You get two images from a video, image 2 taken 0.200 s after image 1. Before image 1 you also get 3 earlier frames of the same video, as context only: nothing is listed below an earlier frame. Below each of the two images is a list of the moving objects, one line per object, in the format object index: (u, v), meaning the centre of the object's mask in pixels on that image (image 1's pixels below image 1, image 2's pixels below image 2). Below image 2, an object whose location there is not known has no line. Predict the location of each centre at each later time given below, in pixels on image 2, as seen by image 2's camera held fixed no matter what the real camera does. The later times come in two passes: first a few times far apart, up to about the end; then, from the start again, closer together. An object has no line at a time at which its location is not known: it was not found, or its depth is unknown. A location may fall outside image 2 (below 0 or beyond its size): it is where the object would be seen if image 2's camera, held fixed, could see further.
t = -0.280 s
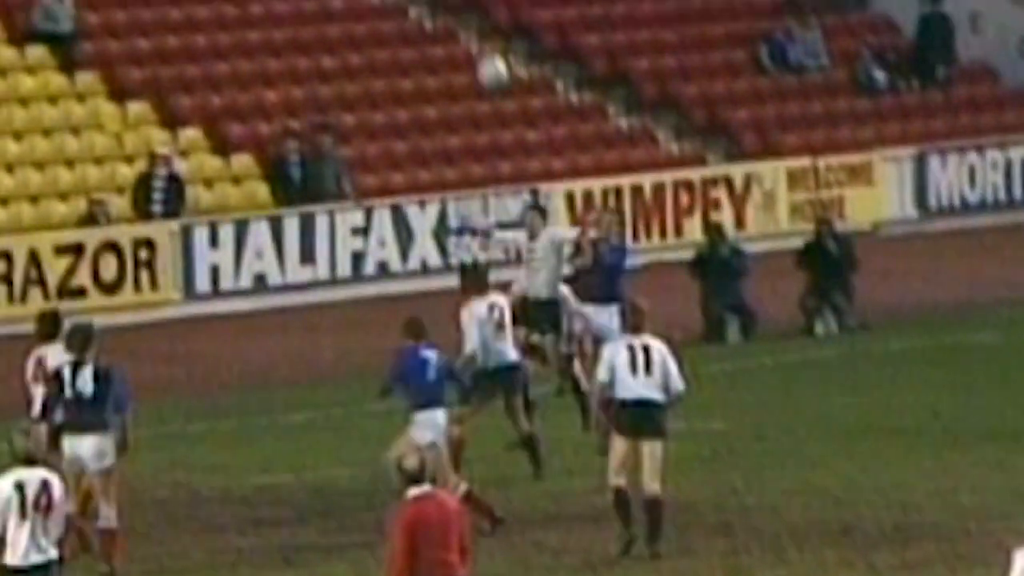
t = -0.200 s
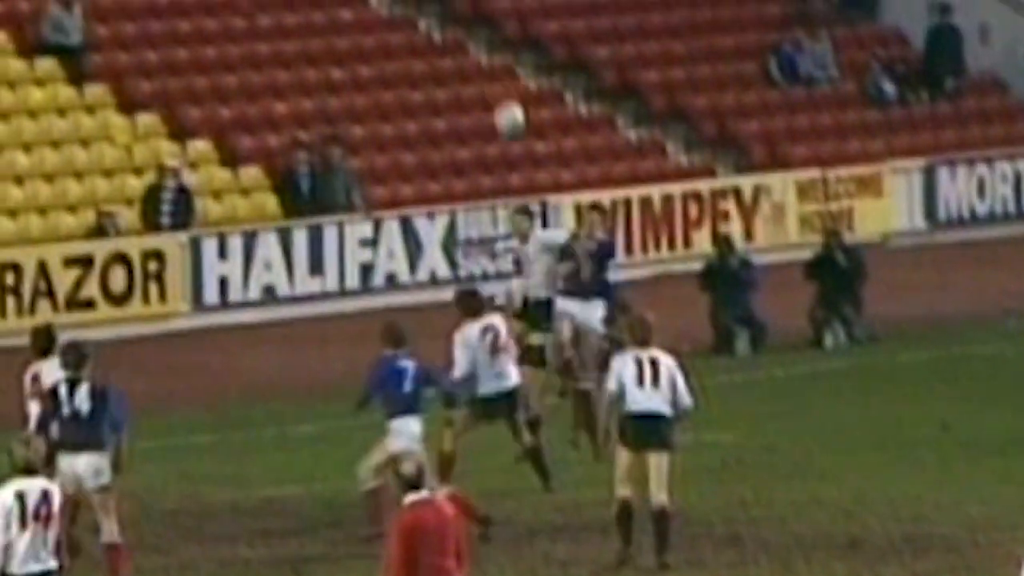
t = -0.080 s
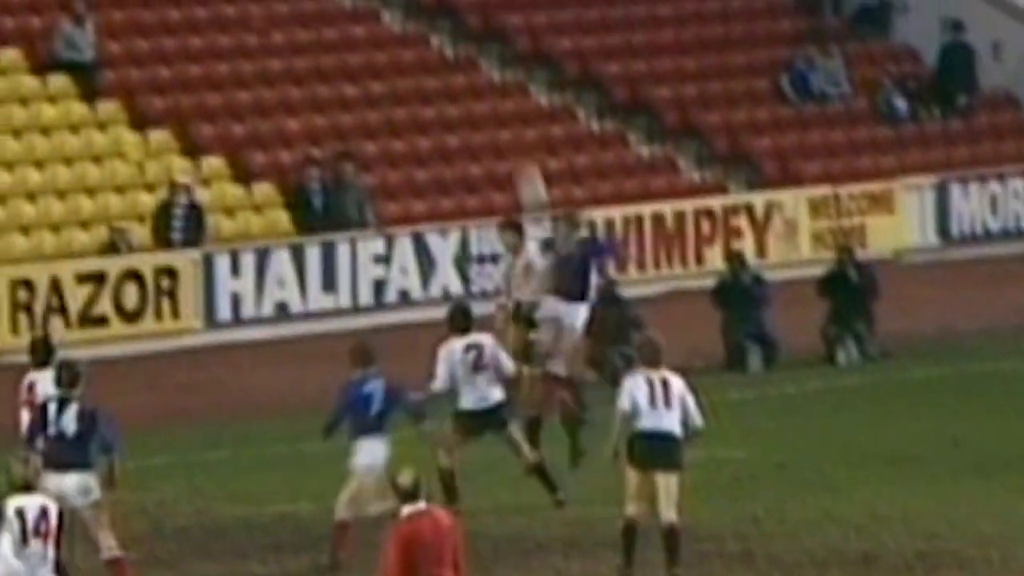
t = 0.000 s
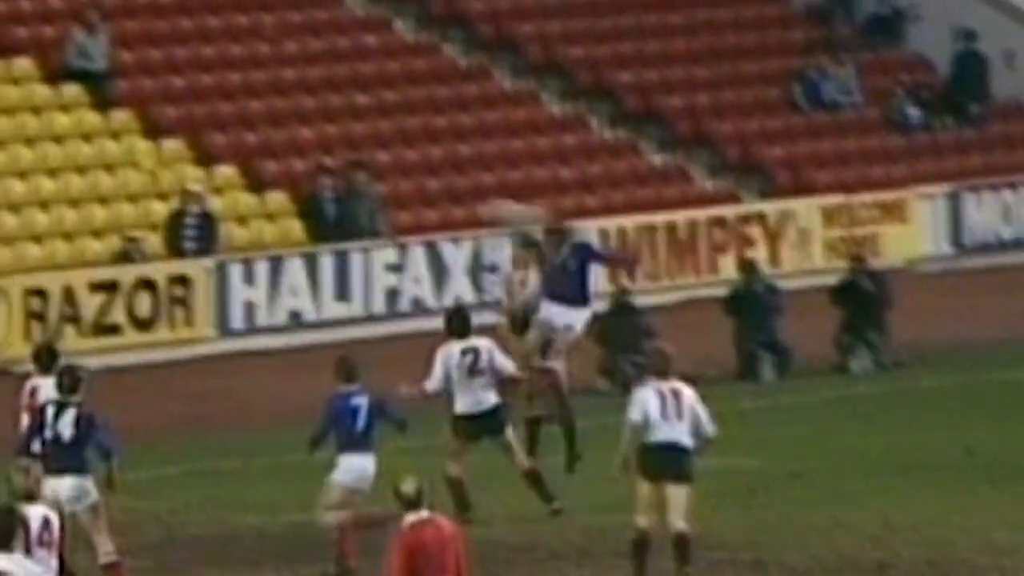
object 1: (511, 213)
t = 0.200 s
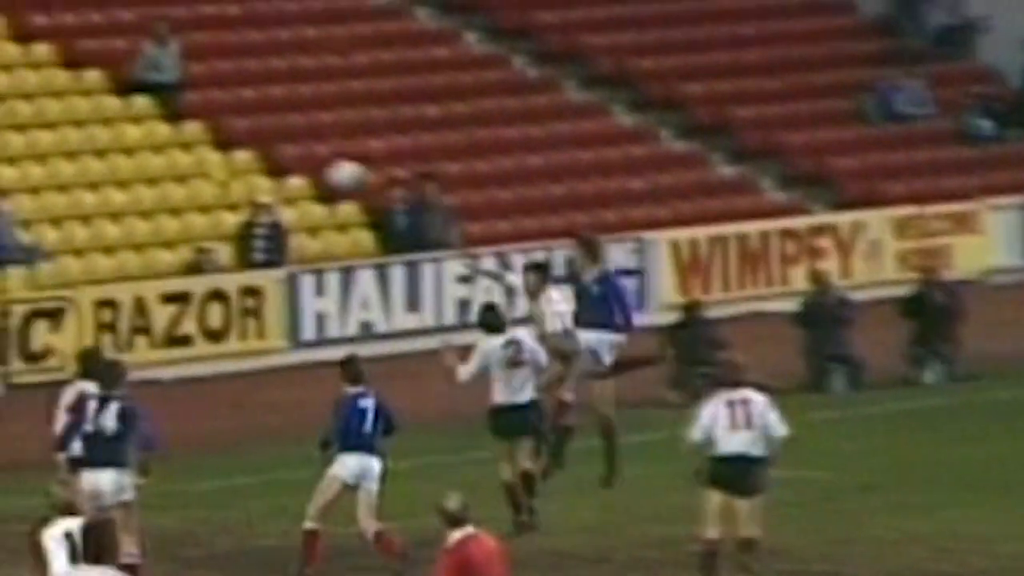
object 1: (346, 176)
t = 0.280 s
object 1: (251, 159)
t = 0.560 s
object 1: (-46, 153)
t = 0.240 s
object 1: (296, 163)
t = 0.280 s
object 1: (251, 159)
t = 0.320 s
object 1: (206, 157)
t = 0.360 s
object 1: (161, 154)
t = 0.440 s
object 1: (77, 151)
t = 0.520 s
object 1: (-7, 152)
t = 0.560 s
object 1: (-46, 153)
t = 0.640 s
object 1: (-120, 162)
